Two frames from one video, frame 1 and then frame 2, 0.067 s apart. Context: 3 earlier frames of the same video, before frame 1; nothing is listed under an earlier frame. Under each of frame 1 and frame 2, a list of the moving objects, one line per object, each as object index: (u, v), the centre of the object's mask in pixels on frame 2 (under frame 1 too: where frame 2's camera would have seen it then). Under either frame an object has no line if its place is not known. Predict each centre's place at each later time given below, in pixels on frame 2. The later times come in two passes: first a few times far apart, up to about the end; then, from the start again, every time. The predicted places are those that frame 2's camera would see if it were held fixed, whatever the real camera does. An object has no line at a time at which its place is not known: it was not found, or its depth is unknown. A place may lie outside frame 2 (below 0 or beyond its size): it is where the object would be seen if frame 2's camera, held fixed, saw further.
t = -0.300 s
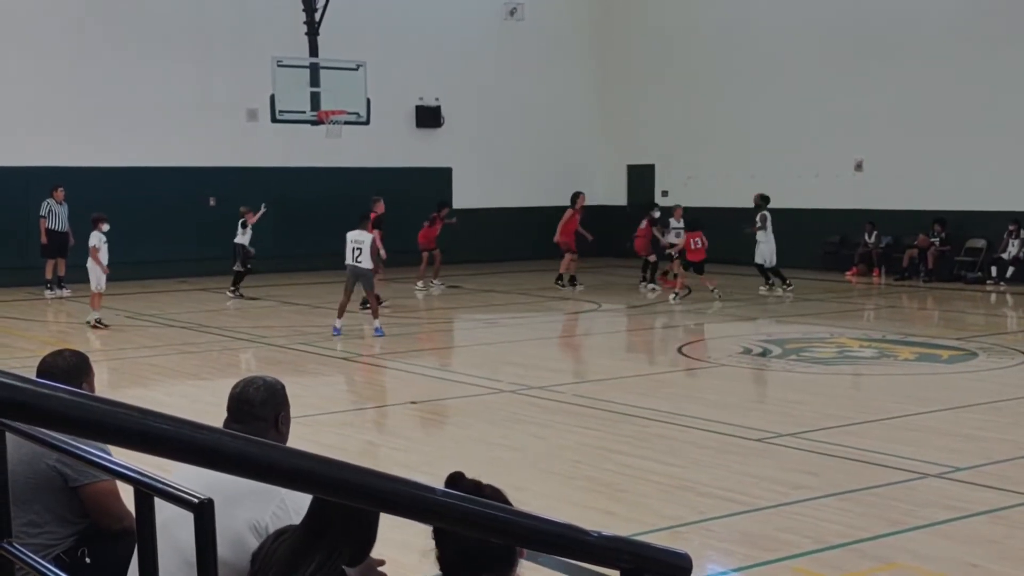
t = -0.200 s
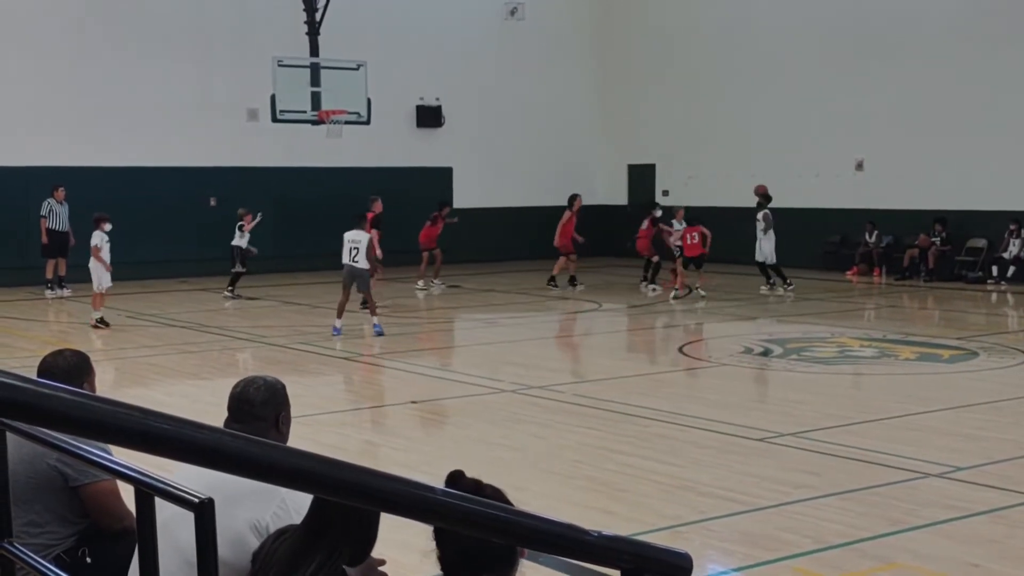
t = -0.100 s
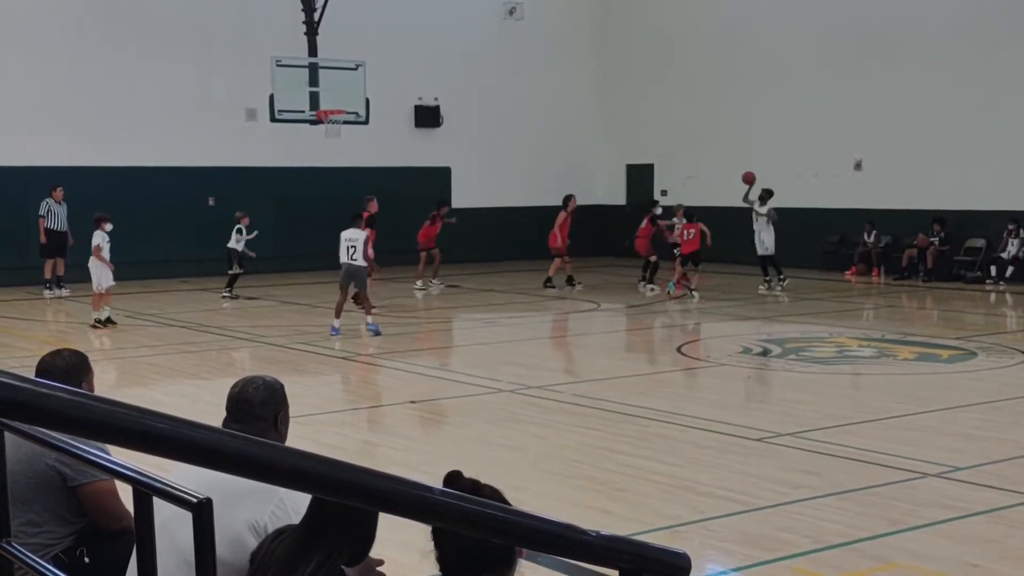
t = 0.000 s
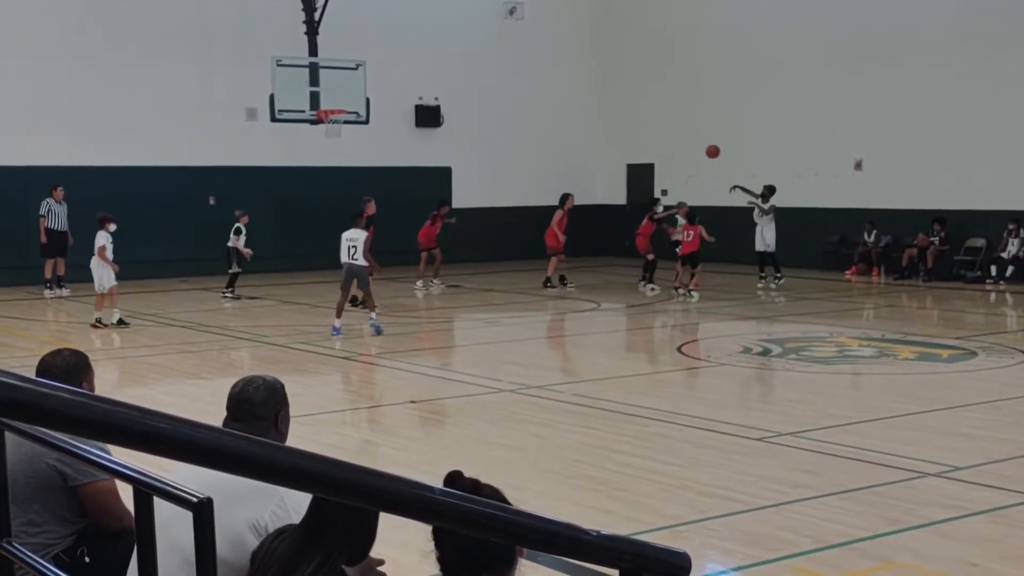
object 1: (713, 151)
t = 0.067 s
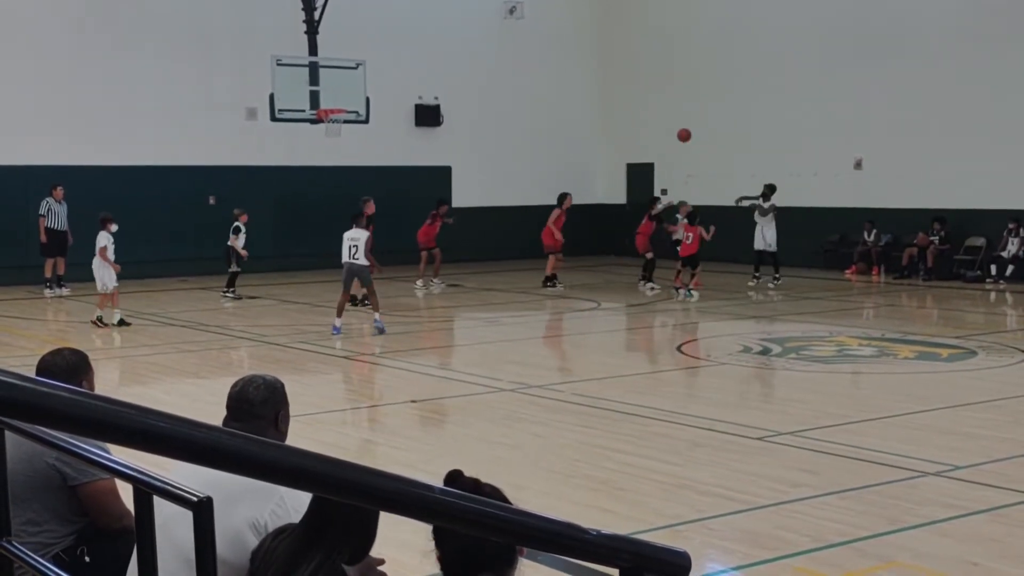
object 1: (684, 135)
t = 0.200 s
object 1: (625, 110)
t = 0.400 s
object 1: (531, 90)
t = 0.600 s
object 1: (429, 92)
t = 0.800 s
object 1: (316, 123)
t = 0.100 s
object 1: (669, 128)
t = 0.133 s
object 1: (655, 121)
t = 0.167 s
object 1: (640, 116)
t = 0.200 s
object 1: (625, 110)
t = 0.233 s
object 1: (610, 105)
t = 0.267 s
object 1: (595, 101)
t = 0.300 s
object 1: (579, 97)
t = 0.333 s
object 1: (563, 94)
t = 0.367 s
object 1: (547, 92)
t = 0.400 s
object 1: (531, 90)
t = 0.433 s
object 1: (515, 88)
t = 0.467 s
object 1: (498, 88)
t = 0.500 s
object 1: (481, 88)
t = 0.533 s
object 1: (464, 88)
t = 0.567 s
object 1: (446, 90)
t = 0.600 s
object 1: (429, 92)
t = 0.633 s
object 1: (411, 95)
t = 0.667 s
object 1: (393, 99)
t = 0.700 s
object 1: (374, 104)
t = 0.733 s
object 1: (355, 109)
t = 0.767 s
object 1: (335, 115)
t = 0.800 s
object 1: (316, 123)
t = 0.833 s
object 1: (296, 130)
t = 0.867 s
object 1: (276, 139)
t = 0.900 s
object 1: (255, 149)
